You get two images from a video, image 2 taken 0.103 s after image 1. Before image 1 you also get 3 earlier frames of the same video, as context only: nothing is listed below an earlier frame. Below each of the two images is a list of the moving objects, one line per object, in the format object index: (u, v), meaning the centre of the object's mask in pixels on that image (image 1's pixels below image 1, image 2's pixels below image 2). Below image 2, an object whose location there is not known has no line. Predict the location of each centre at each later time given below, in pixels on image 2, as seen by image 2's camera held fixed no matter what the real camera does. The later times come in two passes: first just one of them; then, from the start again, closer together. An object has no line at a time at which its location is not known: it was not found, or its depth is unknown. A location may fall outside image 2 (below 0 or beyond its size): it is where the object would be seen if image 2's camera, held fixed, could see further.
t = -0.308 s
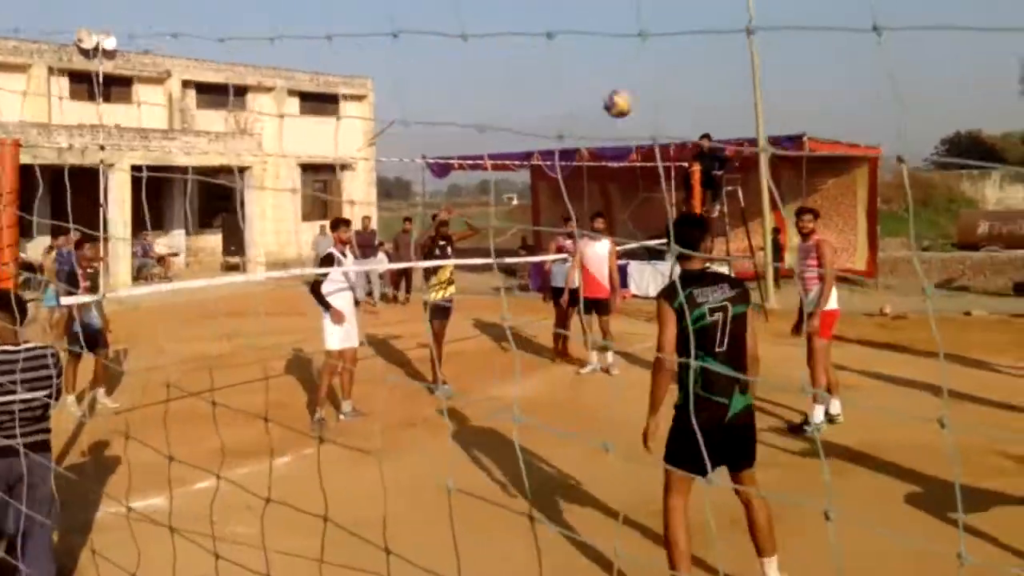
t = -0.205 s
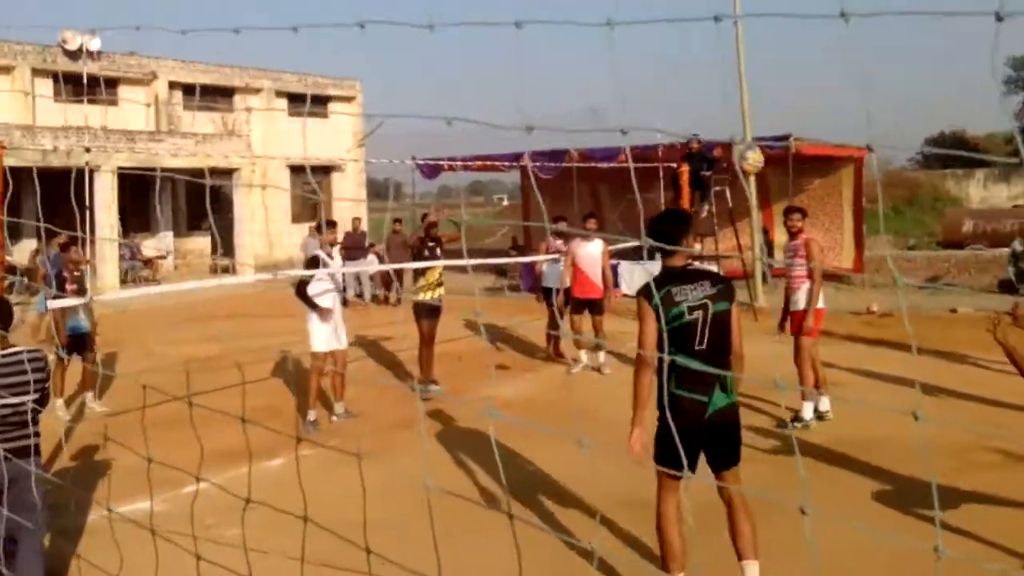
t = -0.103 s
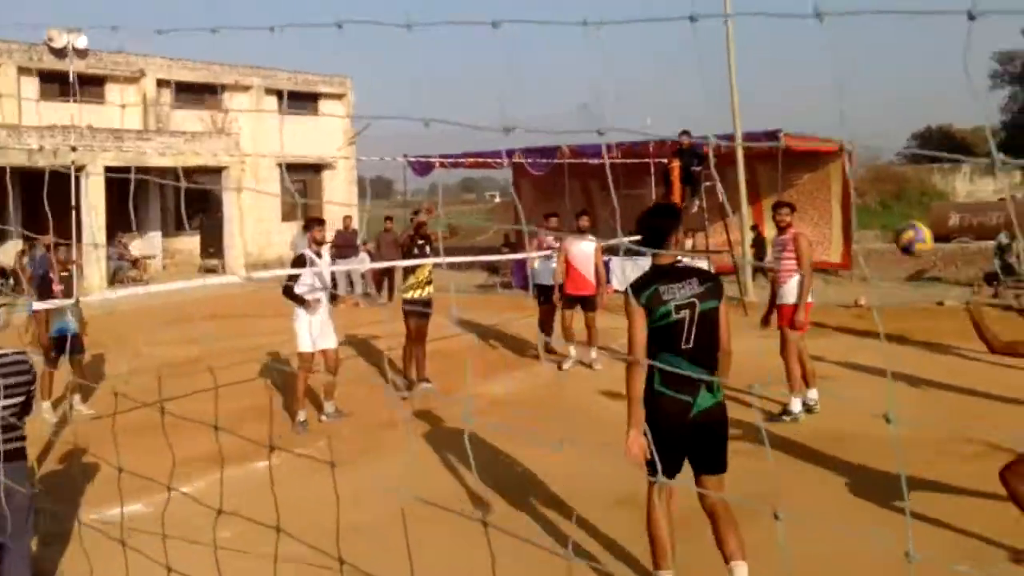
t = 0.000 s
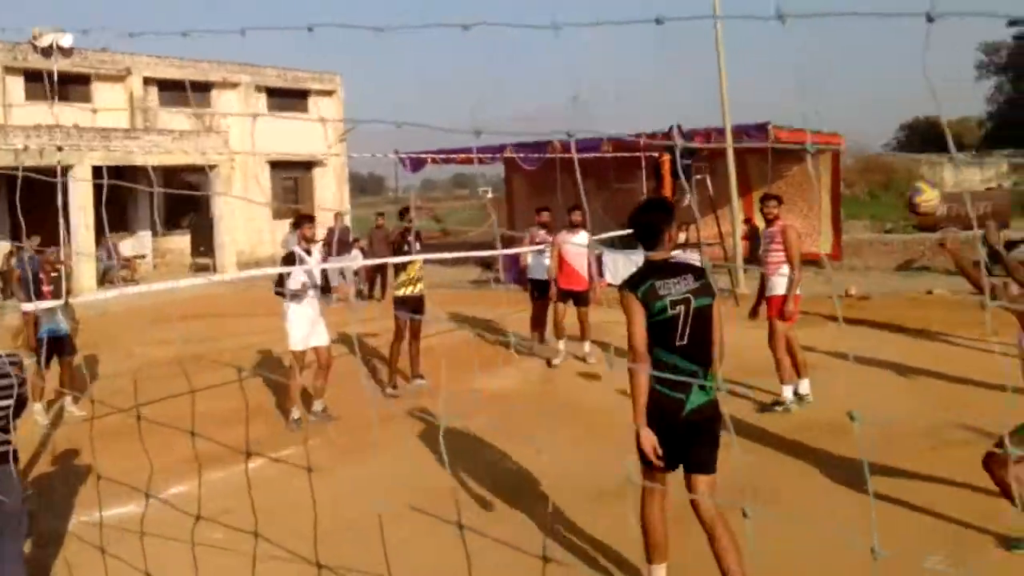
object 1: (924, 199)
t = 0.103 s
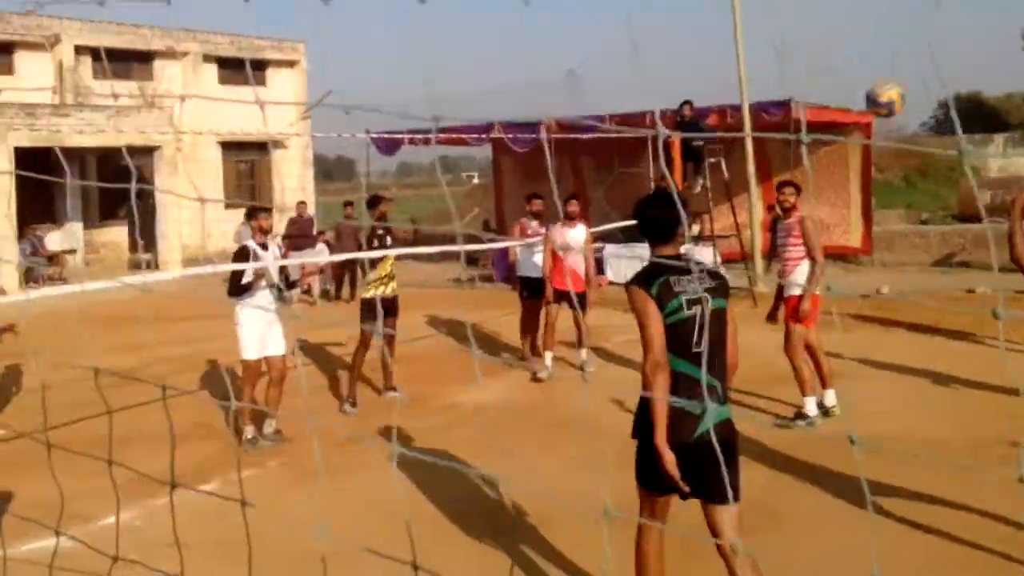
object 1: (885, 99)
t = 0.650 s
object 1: (610, 14)
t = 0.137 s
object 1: (860, 78)
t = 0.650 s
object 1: (610, 14)
